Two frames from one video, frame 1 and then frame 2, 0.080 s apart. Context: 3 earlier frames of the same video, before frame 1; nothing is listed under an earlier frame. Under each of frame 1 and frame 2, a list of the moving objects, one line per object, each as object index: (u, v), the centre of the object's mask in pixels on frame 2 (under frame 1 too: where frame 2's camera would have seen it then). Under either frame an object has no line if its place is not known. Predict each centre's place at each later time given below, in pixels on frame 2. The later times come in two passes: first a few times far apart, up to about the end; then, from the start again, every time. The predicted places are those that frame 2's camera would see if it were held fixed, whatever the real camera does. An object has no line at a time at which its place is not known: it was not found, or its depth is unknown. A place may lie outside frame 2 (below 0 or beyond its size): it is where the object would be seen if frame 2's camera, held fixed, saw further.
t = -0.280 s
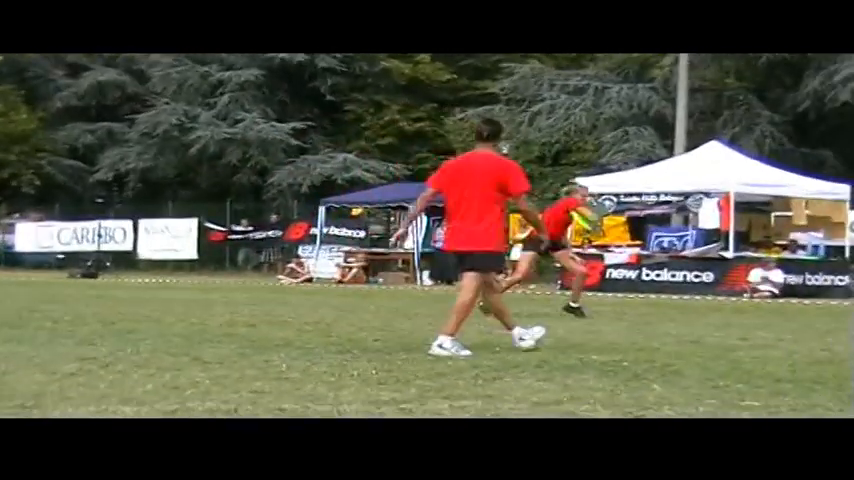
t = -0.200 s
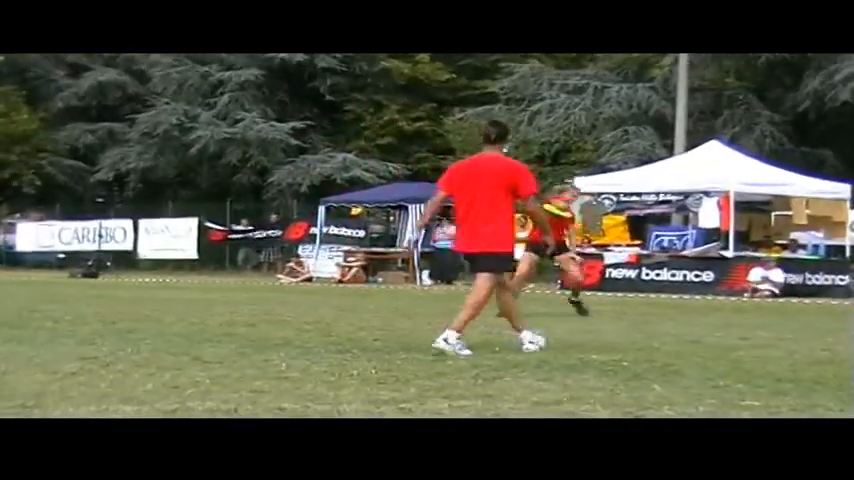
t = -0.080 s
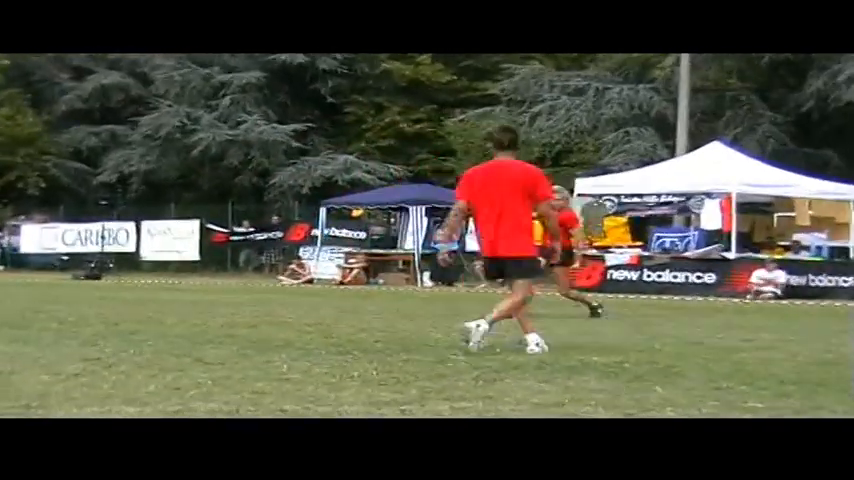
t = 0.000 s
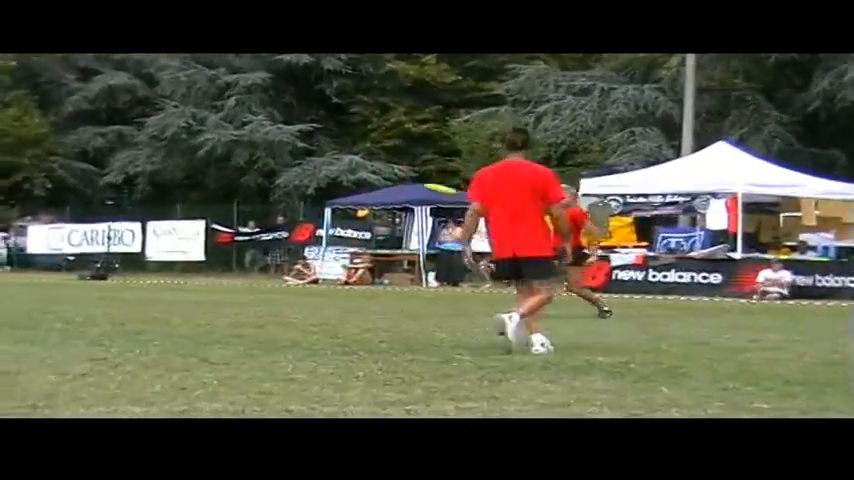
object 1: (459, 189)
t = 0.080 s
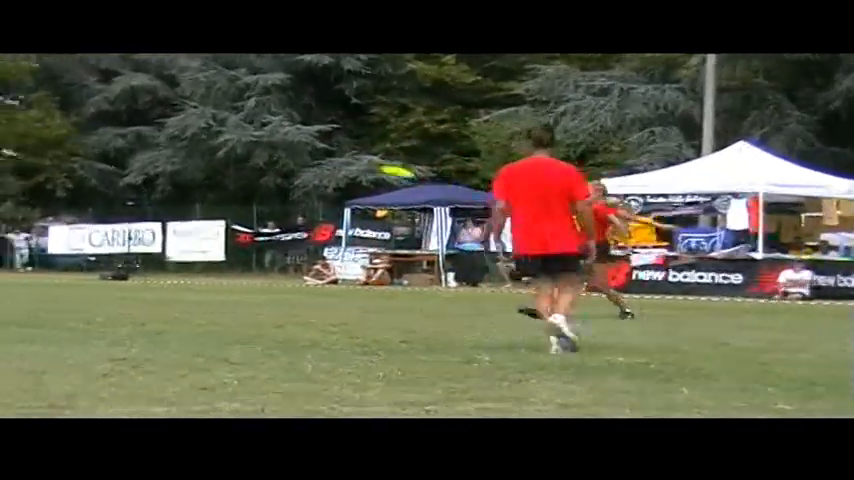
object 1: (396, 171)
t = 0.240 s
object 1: (268, 142)
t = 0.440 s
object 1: (97, 111)
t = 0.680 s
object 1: (-128, 78)
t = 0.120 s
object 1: (365, 164)
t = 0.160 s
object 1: (333, 156)
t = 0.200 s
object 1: (301, 149)
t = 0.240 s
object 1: (268, 142)
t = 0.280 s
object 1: (235, 135)
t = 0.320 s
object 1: (201, 129)
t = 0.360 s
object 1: (166, 123)
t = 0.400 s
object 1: (132, 116)
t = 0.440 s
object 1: (97, 111)
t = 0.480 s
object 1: (61, 105)
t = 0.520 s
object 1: (24, 99)
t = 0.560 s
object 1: (-10, 94)
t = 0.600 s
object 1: (-51, 88)
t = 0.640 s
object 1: (-88, 83)
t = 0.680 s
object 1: (-128, 78)
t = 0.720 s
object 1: (-168, 73)
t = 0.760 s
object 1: (-206, 69)
